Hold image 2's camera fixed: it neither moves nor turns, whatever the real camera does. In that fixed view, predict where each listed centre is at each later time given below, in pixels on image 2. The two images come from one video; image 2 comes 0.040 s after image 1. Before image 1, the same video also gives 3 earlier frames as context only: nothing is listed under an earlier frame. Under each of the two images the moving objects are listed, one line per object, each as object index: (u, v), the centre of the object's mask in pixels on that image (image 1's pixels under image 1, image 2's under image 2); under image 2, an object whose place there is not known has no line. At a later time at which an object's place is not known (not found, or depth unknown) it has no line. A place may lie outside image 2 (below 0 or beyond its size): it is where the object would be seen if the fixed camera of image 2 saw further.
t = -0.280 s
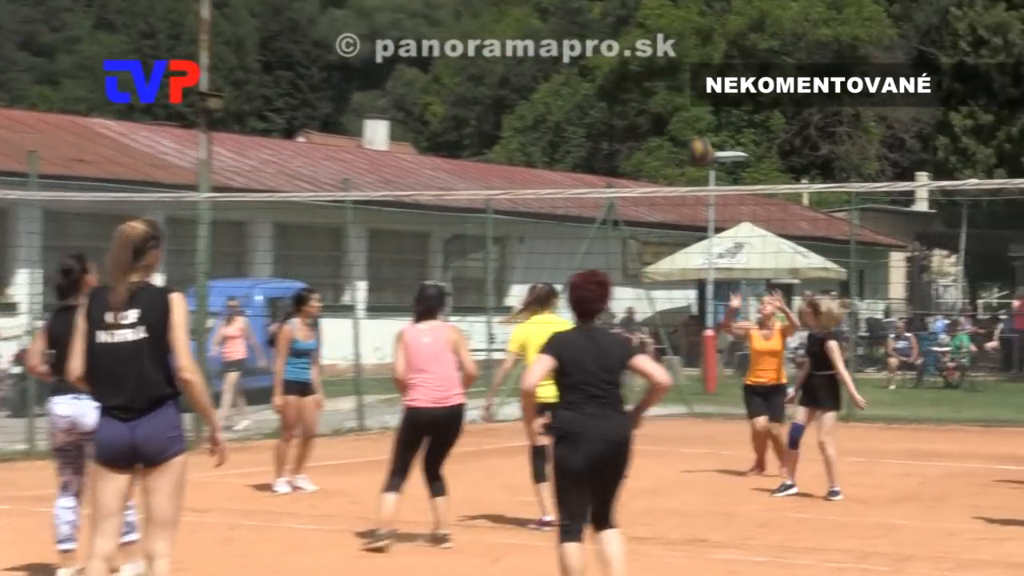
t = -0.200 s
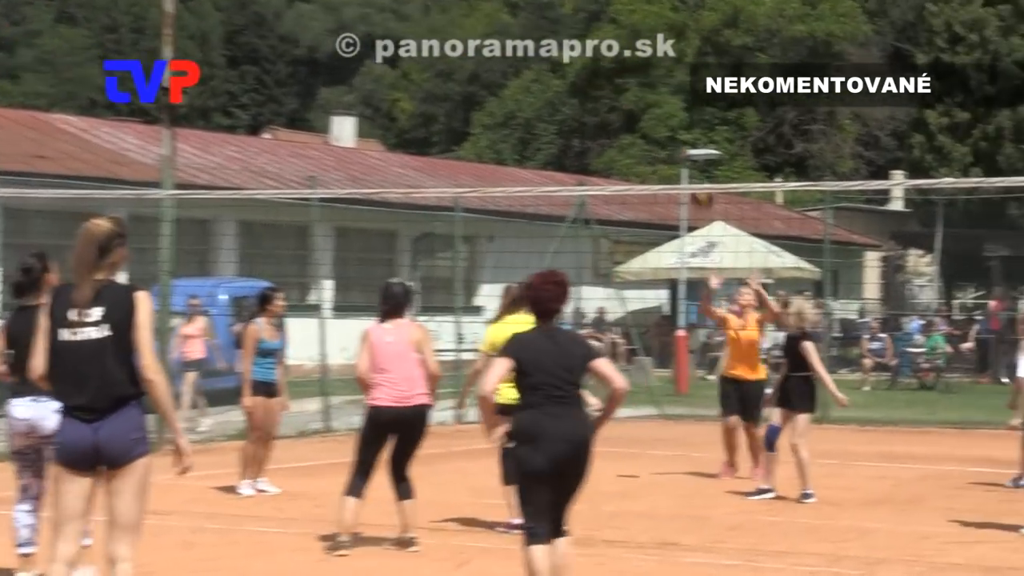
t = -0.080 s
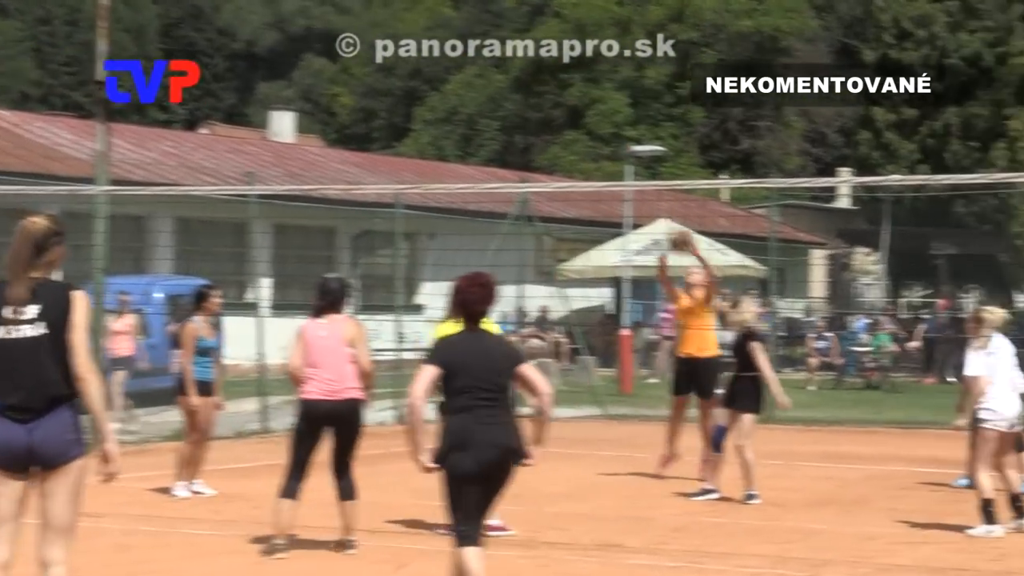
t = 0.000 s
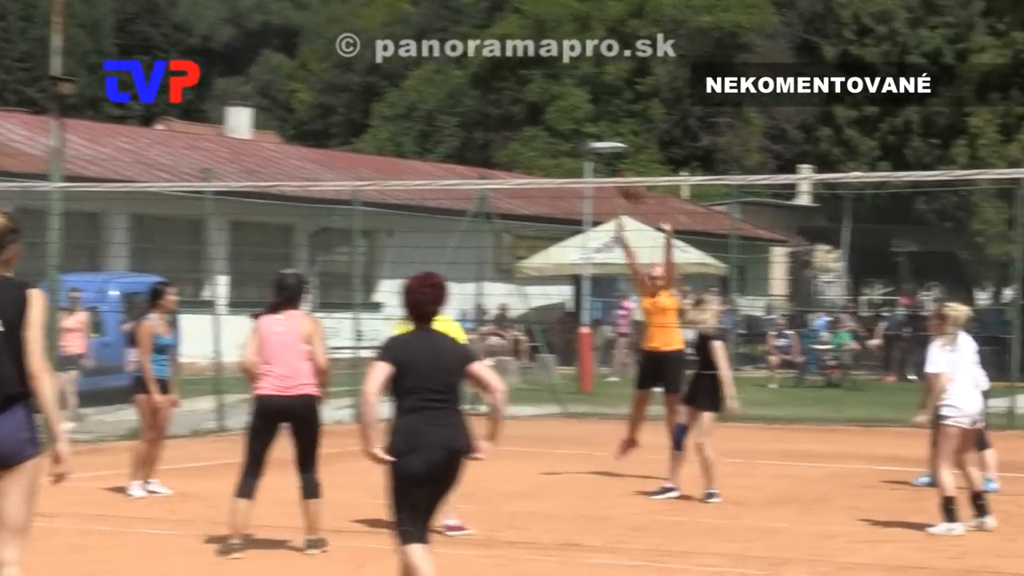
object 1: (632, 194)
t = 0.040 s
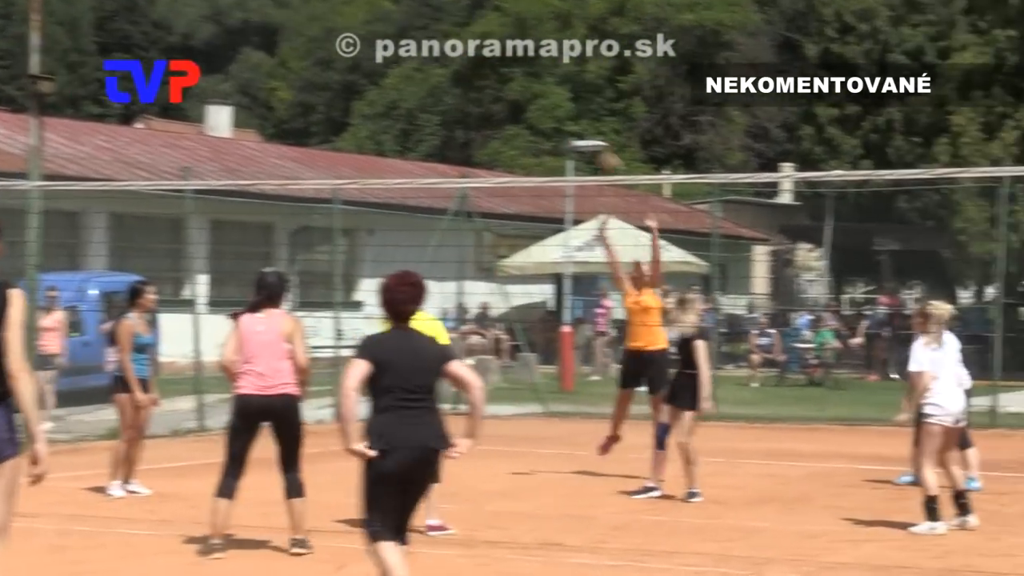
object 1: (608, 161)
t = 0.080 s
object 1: (601, 142)
